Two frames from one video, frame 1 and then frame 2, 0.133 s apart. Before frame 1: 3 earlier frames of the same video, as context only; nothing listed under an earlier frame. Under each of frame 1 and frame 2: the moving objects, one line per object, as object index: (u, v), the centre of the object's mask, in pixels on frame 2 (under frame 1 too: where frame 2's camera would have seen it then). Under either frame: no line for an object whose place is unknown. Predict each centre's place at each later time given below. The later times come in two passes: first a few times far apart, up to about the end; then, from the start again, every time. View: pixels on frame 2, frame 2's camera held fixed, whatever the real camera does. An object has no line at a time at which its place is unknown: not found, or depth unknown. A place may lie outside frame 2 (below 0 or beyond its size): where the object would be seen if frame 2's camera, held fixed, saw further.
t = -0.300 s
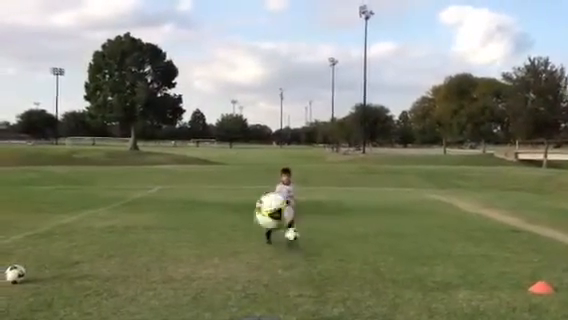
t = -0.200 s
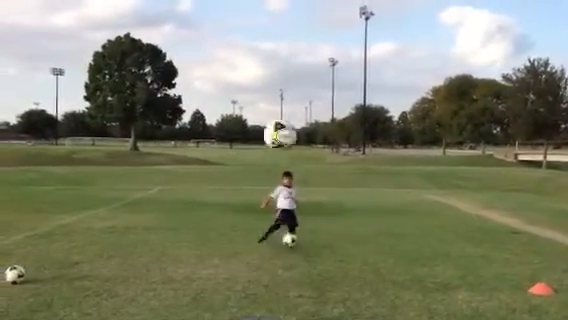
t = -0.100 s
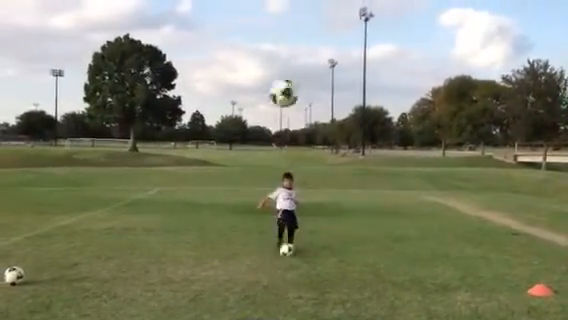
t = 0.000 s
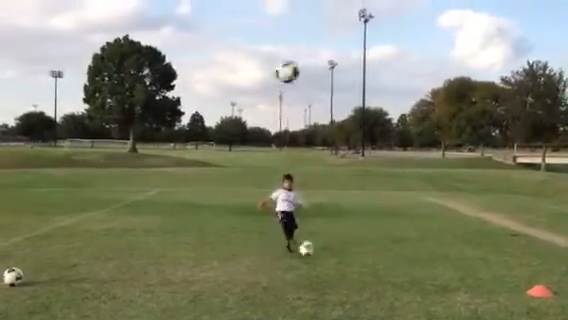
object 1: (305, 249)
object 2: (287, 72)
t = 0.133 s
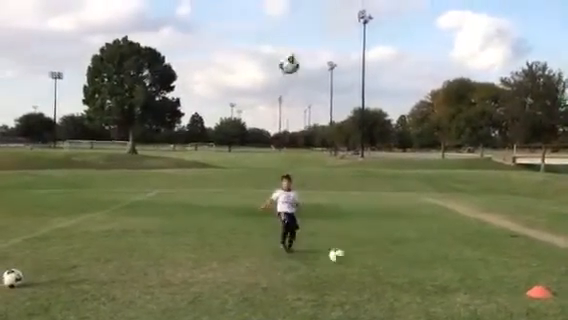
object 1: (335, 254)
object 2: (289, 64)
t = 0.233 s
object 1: (354, 256)
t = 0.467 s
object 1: (396, 262)
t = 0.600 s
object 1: (419, 263)
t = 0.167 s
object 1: (344, 256)
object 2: (290, 65)
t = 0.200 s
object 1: (349, 256)
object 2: (291, 66)
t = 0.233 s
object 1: (354, 256)
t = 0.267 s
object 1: (360, 258)
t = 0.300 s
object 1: (367, 258)
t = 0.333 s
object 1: (373, 259)
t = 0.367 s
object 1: (379, 260)
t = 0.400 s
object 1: (384, 259)
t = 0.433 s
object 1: (391, 261)
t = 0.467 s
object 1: (396, 262)
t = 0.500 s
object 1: (403, 262)
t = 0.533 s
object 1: (408, 262)
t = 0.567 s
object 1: (415, 263)
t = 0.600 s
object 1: (419, 263)
